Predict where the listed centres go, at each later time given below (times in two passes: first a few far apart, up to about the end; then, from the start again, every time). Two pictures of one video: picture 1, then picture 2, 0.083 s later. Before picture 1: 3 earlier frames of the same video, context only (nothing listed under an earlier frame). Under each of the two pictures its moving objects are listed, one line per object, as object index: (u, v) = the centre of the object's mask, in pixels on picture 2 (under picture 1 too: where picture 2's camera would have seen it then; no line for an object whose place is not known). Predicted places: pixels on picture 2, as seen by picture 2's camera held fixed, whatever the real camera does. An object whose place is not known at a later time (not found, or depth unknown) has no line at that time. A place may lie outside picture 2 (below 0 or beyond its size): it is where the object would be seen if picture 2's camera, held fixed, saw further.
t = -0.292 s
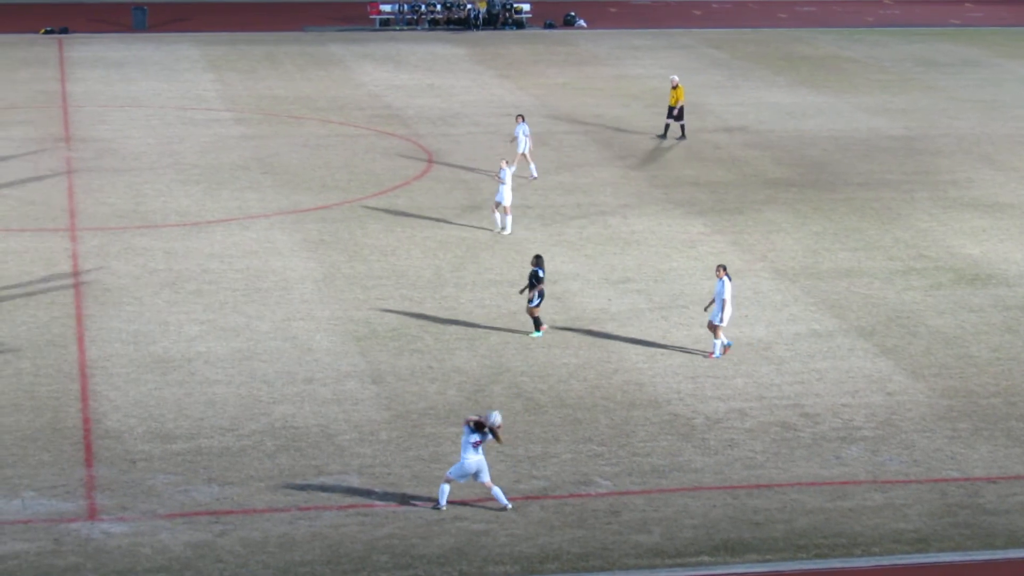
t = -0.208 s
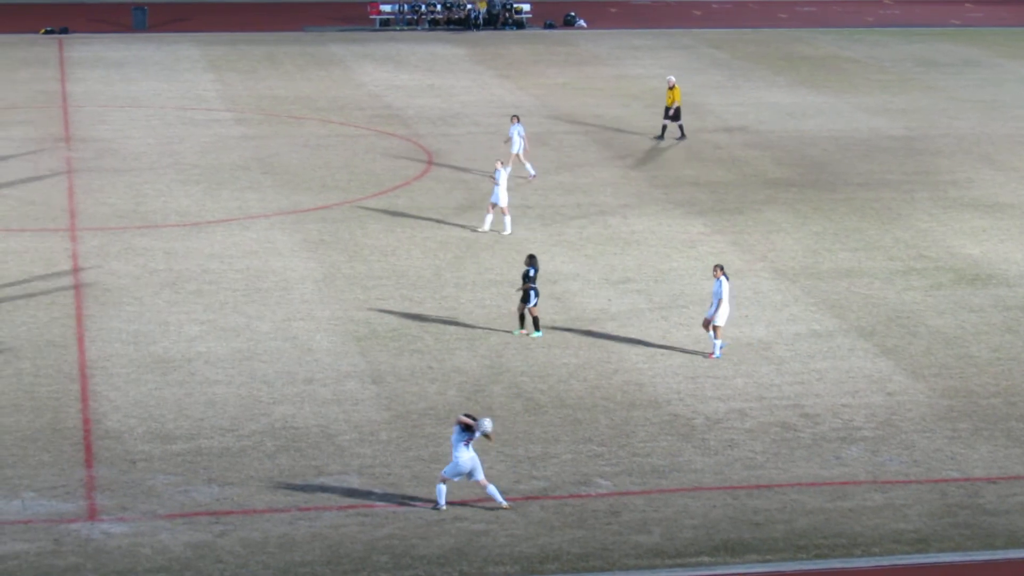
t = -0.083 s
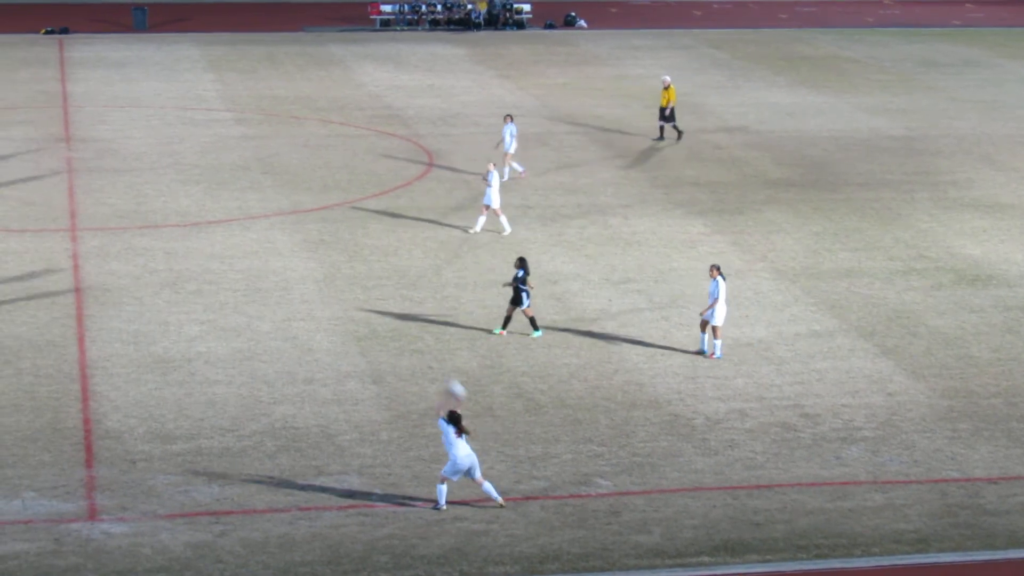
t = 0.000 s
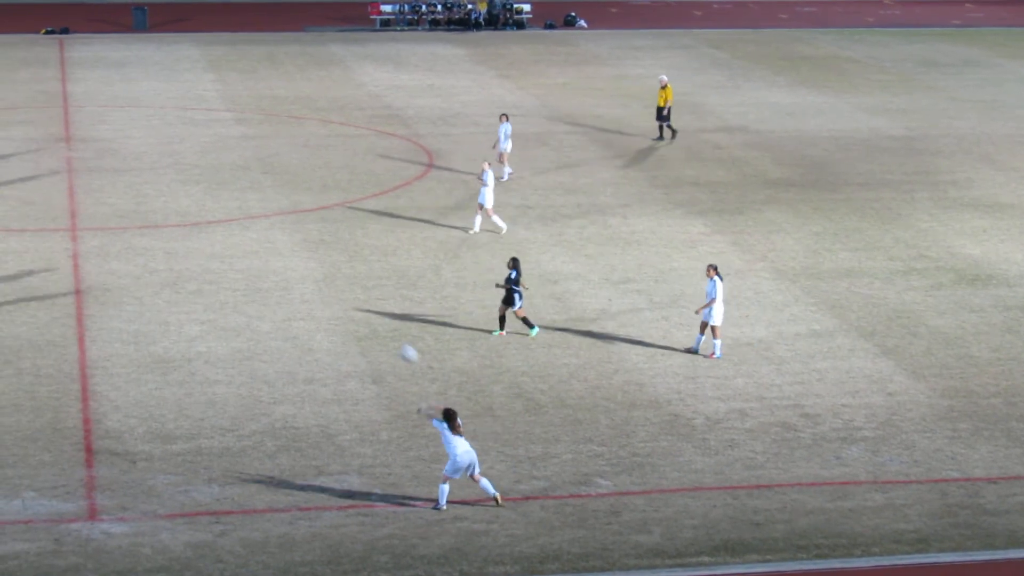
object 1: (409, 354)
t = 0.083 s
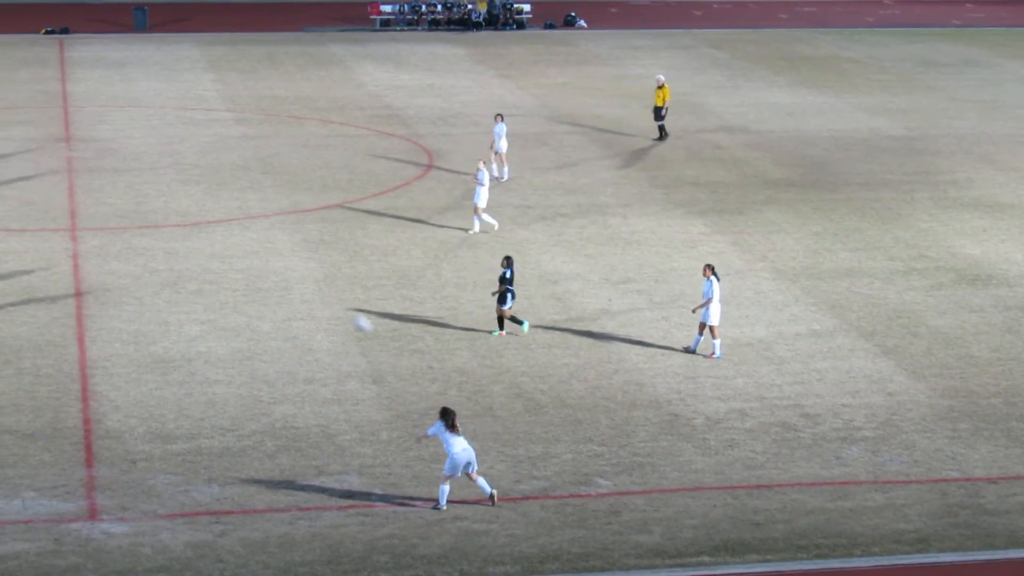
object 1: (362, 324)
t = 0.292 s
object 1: (255, 272)
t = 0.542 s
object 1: (141, 249)
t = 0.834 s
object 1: (27, 272)
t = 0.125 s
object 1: (340, 311)
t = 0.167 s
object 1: (317, 299)
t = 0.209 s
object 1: (297, 290)
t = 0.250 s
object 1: (276, 280)
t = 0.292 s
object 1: (255, 272)
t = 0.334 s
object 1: (235, 265)
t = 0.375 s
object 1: (216, 260)
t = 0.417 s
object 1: (196, 255)
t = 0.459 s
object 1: (177, 252)
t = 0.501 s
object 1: (159, 250)
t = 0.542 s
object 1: (141, 249)
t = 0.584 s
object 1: (123, 249)
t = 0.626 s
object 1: (106, 251)
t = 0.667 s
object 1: (89, 254)
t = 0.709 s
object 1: (74, 257)
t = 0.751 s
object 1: (57, 260)
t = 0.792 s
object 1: (41, 266)
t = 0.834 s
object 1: (27, 272)
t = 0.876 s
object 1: (11, 279)
